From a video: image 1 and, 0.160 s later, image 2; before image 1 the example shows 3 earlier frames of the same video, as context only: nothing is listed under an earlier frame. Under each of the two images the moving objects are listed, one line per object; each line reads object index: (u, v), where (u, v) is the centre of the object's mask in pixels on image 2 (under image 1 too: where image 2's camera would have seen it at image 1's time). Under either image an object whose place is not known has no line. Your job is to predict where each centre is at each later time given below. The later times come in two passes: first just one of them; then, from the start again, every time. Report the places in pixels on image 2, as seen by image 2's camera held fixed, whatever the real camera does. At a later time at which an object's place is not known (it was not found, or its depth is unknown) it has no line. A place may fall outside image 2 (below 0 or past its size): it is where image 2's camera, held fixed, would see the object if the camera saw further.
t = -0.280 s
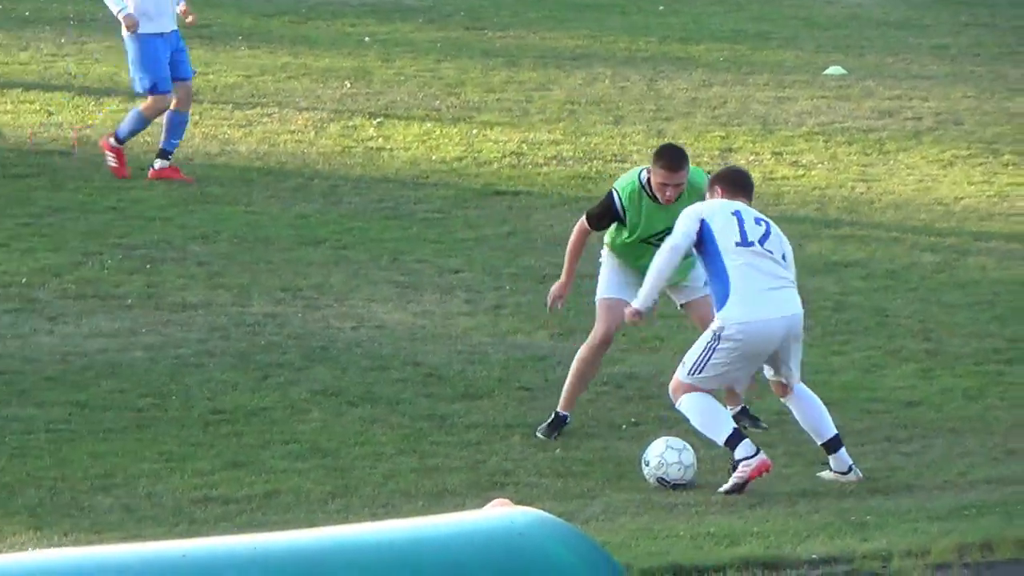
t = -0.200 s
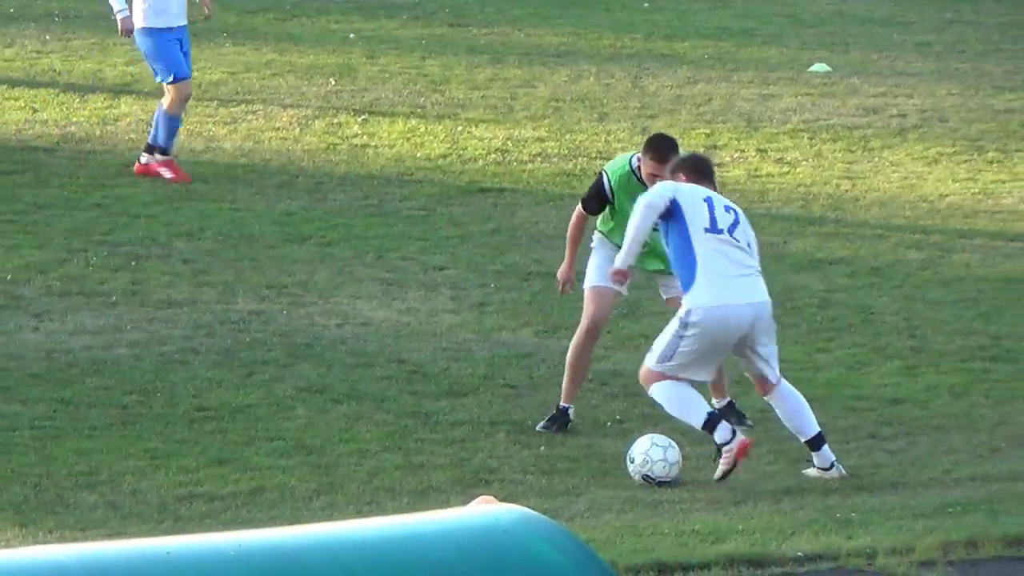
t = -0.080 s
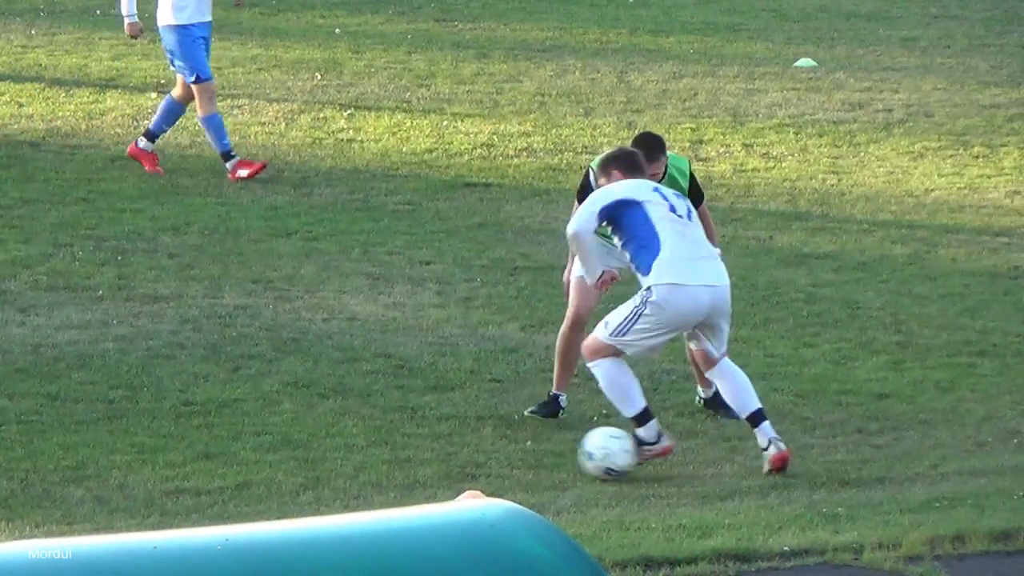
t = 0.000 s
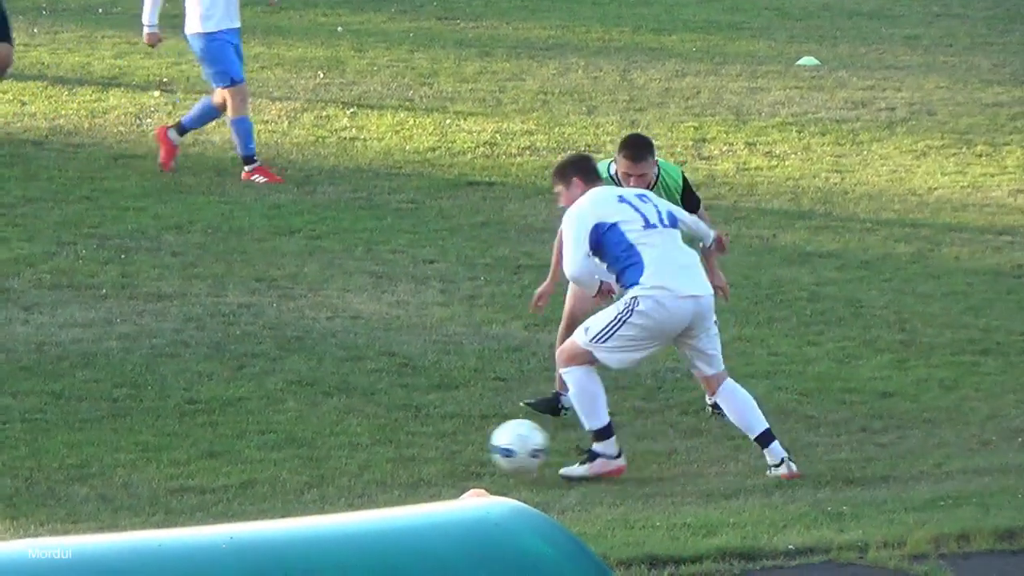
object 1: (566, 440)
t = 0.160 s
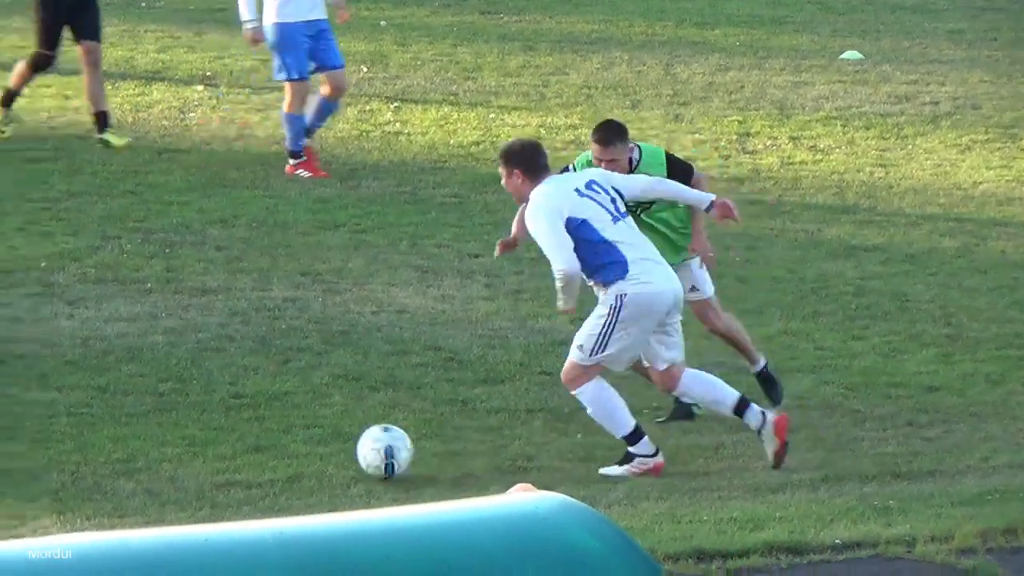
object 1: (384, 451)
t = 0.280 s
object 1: (278, 443)
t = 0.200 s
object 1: (349, 444)
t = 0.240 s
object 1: (313, 442)
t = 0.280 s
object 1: (278, 443)
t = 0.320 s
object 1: (243, 447)
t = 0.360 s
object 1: (208, 455)
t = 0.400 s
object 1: (175, 463)
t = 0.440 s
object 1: (144, 460)
